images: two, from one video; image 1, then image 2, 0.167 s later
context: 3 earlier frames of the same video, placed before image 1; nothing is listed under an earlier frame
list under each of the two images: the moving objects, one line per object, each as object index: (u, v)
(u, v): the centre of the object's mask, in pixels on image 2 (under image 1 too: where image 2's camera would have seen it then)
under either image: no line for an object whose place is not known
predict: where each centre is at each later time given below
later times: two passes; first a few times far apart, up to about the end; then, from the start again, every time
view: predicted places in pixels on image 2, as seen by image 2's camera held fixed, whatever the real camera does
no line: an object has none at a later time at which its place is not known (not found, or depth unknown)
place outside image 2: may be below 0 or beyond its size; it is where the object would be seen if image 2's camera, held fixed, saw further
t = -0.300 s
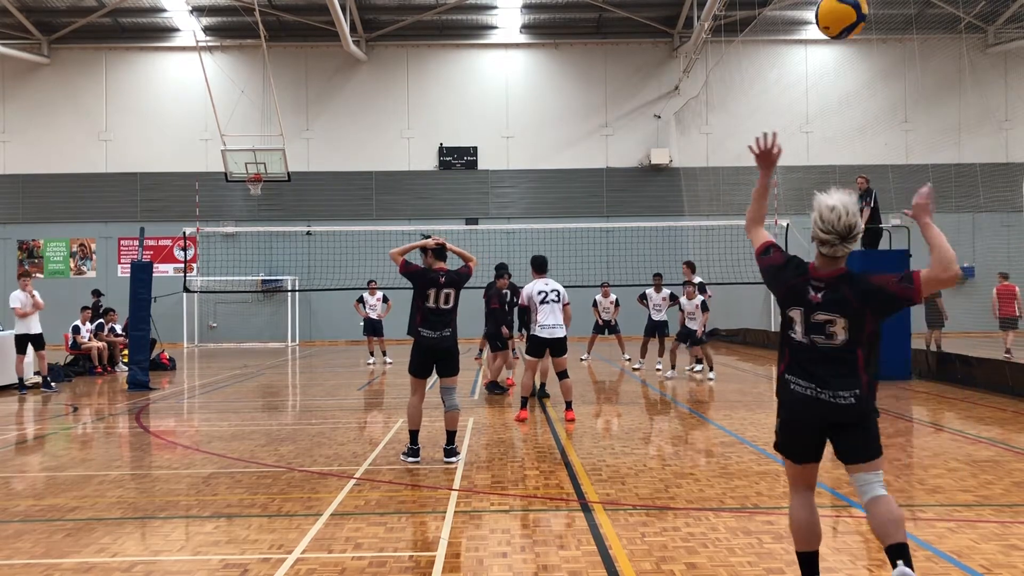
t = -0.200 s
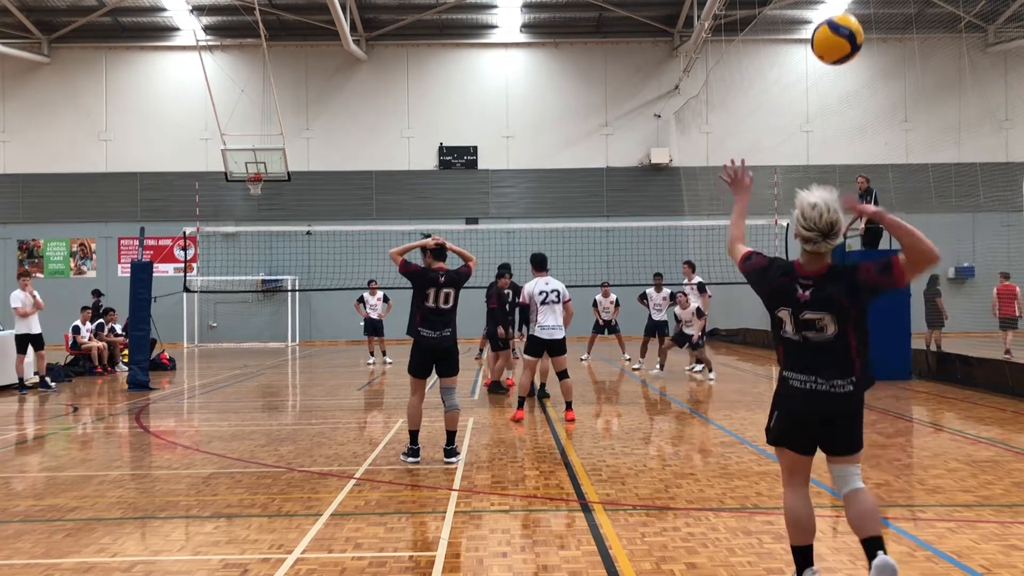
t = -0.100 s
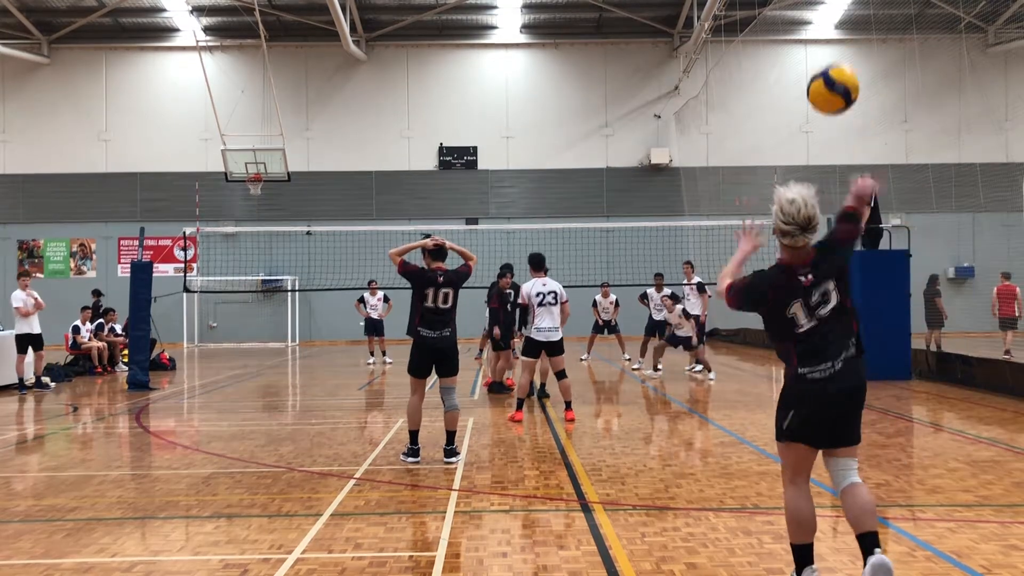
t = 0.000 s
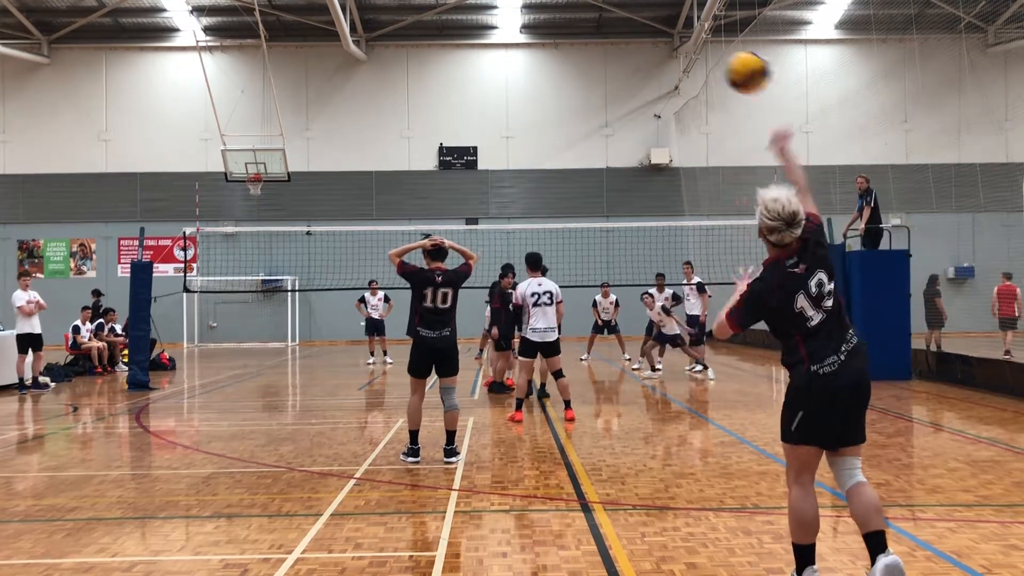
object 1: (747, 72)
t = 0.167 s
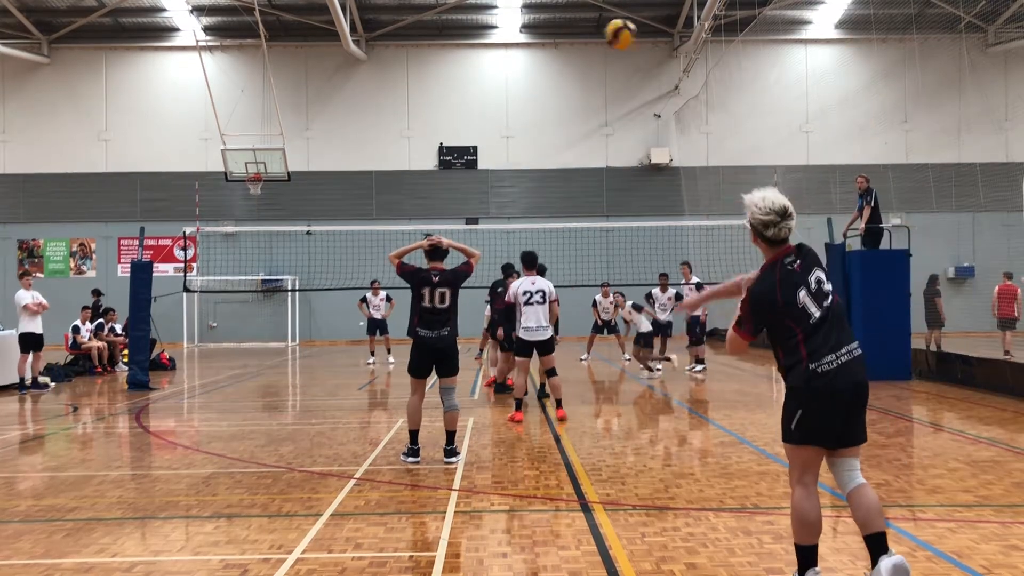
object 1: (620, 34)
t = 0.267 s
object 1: (574, 35)
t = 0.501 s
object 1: (513, 73)
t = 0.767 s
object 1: (472, 142)
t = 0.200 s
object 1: (604, 32)
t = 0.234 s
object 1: (588, 33)
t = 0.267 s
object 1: (574, 35)
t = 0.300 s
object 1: (563, 37)
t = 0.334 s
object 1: (552, 42)
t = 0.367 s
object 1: (544, 46)
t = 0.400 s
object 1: (535, 53)
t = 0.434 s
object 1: (526, 58)
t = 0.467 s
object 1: (519, 65)
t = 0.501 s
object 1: (513, 73)
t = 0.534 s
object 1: (507, 80)
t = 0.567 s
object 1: (501, 88)
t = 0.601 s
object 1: (495, 97)
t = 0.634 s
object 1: (490, 105)
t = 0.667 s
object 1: (485, 114)
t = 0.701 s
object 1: (481, 123)
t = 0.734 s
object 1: (476, 133)
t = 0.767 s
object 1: (472, 142)
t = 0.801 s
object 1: (468, 152)
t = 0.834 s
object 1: (465, 161)
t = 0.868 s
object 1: (461, 171)
